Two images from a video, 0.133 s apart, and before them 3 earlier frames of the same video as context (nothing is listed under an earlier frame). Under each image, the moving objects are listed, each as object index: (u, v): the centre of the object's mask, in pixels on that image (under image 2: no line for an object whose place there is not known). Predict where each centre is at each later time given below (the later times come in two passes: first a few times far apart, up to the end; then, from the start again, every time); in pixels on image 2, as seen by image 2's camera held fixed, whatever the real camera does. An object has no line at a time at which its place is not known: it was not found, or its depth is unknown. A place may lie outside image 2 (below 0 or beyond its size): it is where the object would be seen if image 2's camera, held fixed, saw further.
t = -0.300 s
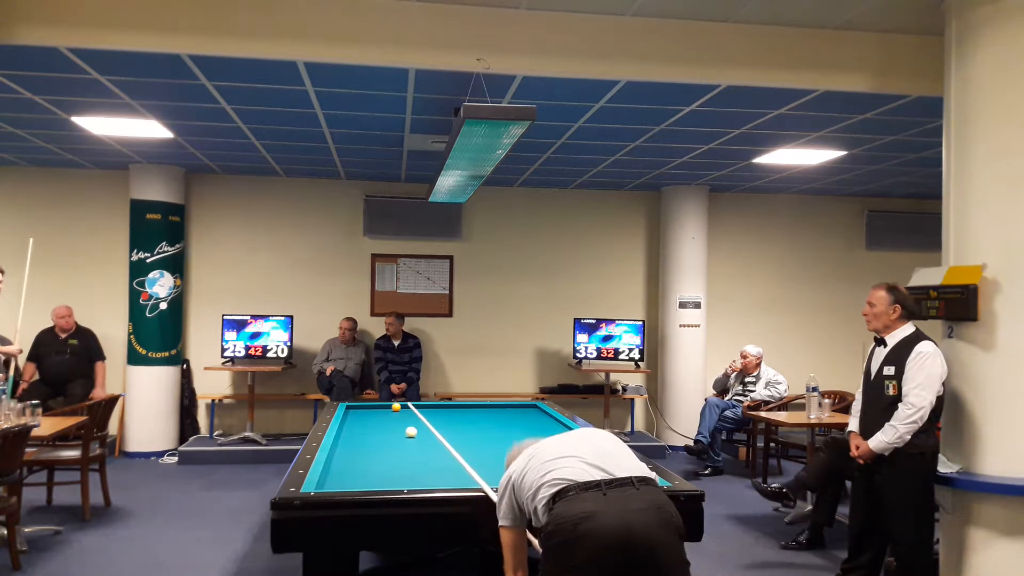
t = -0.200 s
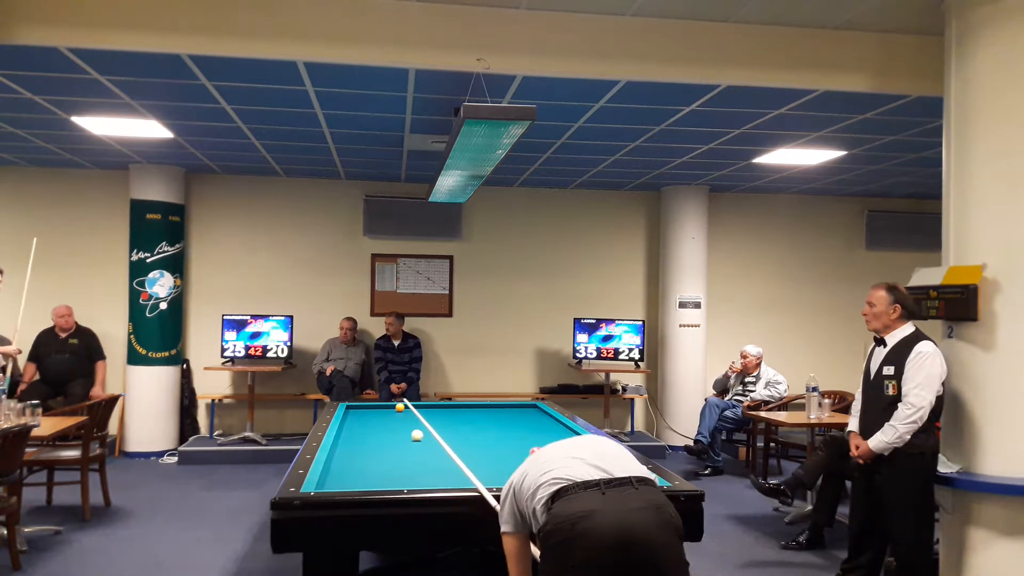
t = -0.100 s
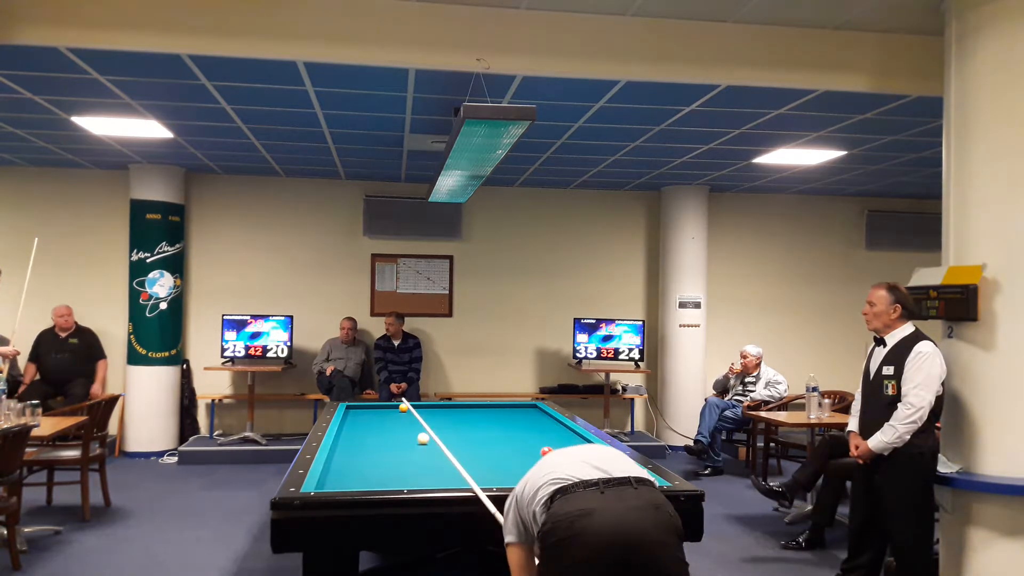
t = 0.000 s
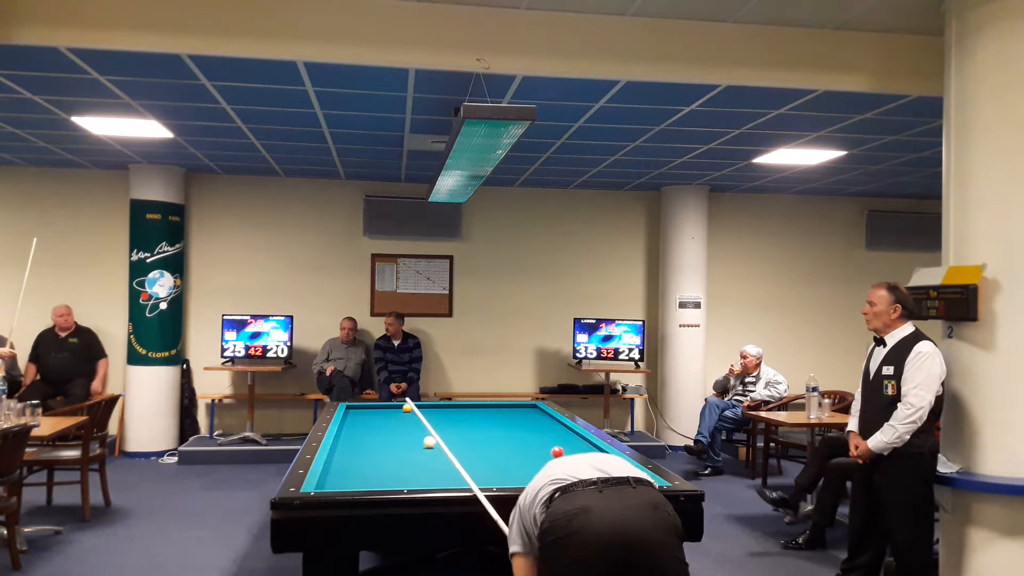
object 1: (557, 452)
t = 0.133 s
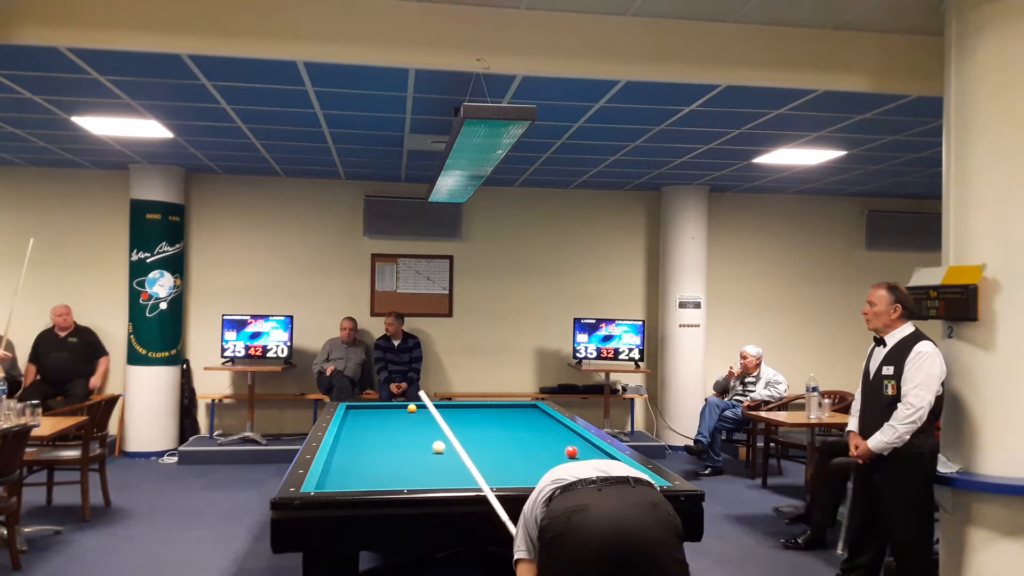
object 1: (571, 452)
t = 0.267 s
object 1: (585, 452)
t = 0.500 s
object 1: (596, 450)
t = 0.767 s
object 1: (582, 449)
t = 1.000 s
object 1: (565, 451)
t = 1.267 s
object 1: (550, 451)
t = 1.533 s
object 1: (535, 450)
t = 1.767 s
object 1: (522, 450)
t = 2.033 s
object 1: (508, 447)
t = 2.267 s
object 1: (496, 449)
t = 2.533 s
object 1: (480, 449)
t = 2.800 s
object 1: (464, 448)
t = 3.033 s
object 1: (450, 447)
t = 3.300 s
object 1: (436, 446)
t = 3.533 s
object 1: (424, 446)
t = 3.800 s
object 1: (410, 445)
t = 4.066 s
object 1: (398, 445)
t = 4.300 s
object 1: (387, 445)
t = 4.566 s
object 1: (376, 444)
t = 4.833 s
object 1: (365, 444)
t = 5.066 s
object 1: (356, 443)
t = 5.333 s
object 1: (346, 443)
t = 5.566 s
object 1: (338, 443)
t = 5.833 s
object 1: (343, 442)
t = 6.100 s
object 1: (348, 442)
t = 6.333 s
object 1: (352, 442)
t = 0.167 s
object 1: (575, 452)
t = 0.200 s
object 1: (578, 452)
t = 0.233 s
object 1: (581, 452)
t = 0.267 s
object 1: (585, 452)
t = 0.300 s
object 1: (588, 452)
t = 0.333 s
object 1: (591, 452)
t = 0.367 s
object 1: (595, 451)
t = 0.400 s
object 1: (598, 451)
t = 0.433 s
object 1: (600, 451)
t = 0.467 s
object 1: (598, 450)
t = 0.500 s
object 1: (596, 450)
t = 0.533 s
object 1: (594, 449)
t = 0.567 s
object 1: (592, 449)
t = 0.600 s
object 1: (589, 449)
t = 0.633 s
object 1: (587, 449)
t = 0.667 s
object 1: (585, 449)
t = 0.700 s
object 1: (583, 449)
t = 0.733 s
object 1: (582, 448)
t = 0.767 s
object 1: (582, 449)
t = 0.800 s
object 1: (575, 449)
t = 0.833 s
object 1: (575, 449)
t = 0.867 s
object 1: (573, 450)
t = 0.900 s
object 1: (571, 450)
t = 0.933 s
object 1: (569, 450)
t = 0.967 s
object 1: (567, 451)
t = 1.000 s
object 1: (565, 451)
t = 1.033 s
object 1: (563, 451)
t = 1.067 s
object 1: (561, 451)
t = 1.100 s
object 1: (559, 451)
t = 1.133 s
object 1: (557, 451)
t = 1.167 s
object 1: (555, 451)
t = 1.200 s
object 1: (554, 451)
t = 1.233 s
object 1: (552, 451)
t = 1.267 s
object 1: (550, 451)
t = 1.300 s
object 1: (548, 451)
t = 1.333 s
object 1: (546, 451)
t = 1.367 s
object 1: (544, 451)
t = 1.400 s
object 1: (542, 450)
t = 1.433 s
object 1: (540, 451)
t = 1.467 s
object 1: (538, 450)
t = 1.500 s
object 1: (537, 450)
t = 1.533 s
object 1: (535, 450)
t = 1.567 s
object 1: (533, 450)
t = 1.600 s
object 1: (531, 450)
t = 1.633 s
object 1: (530, 450)
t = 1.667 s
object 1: (528, 450)
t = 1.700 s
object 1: (526, 450)
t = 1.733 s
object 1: (524, 450)
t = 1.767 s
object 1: (522, 450)
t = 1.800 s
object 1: (521, 450)
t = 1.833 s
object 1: (519, 450)
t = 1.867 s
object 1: (518, 450)
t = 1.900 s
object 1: (516, 449)
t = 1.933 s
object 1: (514, 449)
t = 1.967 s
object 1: (513, 448)
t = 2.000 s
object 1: (510, 447)
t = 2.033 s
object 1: (508, 447)
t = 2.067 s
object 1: (505, 448)
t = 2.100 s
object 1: (503, 449)
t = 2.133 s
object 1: (502, 449)
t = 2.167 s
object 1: (501, 450)
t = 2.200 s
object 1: (499, 450)
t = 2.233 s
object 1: (498, 450)
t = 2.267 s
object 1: (496, 449)
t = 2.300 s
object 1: (494, 449)
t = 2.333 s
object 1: (491, 449)
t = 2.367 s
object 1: (489, 449)
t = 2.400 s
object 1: (488, 449)
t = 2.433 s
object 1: (485, 449)
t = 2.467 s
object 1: (484, 449)
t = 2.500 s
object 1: (481, 449)
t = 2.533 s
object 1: (480, 449)
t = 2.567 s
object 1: (477, 448)
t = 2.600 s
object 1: (475, 448)
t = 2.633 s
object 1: (473, 448)
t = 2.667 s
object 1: (472, 448)
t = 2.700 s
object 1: (469, 448)
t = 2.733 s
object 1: (467, 448)
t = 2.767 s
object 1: (466, 448)
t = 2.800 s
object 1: (464, 448)
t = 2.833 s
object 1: (462, 448)
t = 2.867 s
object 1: (460, 448)
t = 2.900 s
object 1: (458, 447)
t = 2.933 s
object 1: (456, 447)
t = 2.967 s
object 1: (454, 447)
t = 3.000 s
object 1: (452, 447)
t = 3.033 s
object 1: (450, 447)
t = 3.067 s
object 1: (449, 447)
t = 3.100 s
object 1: (447, 447)
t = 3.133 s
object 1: (445, 447)
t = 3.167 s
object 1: (443, 447)
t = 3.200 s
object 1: (441, 447)
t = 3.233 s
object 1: (440, 447)
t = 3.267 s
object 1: (438, 447)
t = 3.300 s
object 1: (436, 446)
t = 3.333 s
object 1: (434, 446)
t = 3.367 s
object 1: (432, 446)
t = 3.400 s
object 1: (431, 446)
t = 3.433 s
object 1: (429, 446)
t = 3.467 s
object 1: (427, 446)
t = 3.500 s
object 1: (425, 446)
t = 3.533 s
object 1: (424, 446)
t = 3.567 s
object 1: (422, 446)
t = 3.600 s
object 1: (421, 446)
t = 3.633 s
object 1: (419, 446)
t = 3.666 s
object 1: (417, 446)
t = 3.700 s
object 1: (416, 446)
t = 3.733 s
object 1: (414, 445)
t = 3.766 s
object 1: (412, 445)
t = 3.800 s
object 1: (410, 445)
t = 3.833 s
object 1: (409, 445)
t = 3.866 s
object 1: (407, 445)
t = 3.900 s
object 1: (406, 445)
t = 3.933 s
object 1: (404, 445)
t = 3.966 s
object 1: (403, 445)
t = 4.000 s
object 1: (401, 445)
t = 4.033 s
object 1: (399, 445)
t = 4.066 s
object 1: (398, 445)
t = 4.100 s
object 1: (396, 445)
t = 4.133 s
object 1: (395, 445)
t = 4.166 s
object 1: (393, 445)
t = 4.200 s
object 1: (392, 445)
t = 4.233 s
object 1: (390, 445)
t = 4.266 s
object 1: (389, 445)
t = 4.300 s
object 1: (387, 445)
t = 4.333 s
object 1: (386, 444)
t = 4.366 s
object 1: (384, 444)
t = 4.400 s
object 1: (383, 444)
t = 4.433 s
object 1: (381, 444)
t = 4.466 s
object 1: (380, 444)
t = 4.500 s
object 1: (378, 444)
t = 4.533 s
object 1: (377, 444)
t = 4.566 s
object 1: (376, 444)
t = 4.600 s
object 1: (374, 444)
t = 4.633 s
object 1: (373, 444)
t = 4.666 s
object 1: (371, 444)
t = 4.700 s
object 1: (370, 444)
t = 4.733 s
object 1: (369, 444)
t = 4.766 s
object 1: (367, 444)
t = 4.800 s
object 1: (366, 443)
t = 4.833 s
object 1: (365, 444)
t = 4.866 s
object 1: (363, 443)
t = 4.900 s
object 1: (362, 444)
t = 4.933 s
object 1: (361, 443)
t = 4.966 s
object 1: (359, 443)
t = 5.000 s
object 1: (358, 443)
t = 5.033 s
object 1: (357, 443)
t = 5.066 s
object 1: (356, 443)
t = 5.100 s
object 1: (355, 443)
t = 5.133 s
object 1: (353, 443)
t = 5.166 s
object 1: (352, 443)
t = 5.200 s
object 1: (351, 443)
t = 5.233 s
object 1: (349, 443)
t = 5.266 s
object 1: (348, 443)
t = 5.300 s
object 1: (347, 443)
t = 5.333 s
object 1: (346, 443)
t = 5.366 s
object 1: (345, 443)
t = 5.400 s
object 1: (343, 443)
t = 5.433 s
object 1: (342, 443)
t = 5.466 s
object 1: (341, 443)
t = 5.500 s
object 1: (340, 443)
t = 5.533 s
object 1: (339, 443)
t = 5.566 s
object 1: (338, 443)
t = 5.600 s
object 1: (338, 442)
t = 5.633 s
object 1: (339, 442)
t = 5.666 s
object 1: (339, 442)
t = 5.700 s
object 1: (340, 442)
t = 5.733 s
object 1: (341, 442)
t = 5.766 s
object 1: (342, 442)
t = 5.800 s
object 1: (342, 442)
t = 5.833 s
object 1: (343, 442)
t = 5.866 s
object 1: (344, 442)
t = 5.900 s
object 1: (344, 442)
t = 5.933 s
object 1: (345, 442)
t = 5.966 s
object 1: (346, 442)
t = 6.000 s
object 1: (346, 442)
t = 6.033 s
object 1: (347, 442)
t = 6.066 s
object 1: (347, 442)
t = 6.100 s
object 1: (348, 442)
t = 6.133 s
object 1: (349, 442)
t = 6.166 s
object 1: (349, 442)
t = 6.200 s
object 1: (350, 442)
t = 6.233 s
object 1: (351, 442)
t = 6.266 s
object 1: (351, 442)
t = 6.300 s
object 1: (351, 442)
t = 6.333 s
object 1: (352, 442)
